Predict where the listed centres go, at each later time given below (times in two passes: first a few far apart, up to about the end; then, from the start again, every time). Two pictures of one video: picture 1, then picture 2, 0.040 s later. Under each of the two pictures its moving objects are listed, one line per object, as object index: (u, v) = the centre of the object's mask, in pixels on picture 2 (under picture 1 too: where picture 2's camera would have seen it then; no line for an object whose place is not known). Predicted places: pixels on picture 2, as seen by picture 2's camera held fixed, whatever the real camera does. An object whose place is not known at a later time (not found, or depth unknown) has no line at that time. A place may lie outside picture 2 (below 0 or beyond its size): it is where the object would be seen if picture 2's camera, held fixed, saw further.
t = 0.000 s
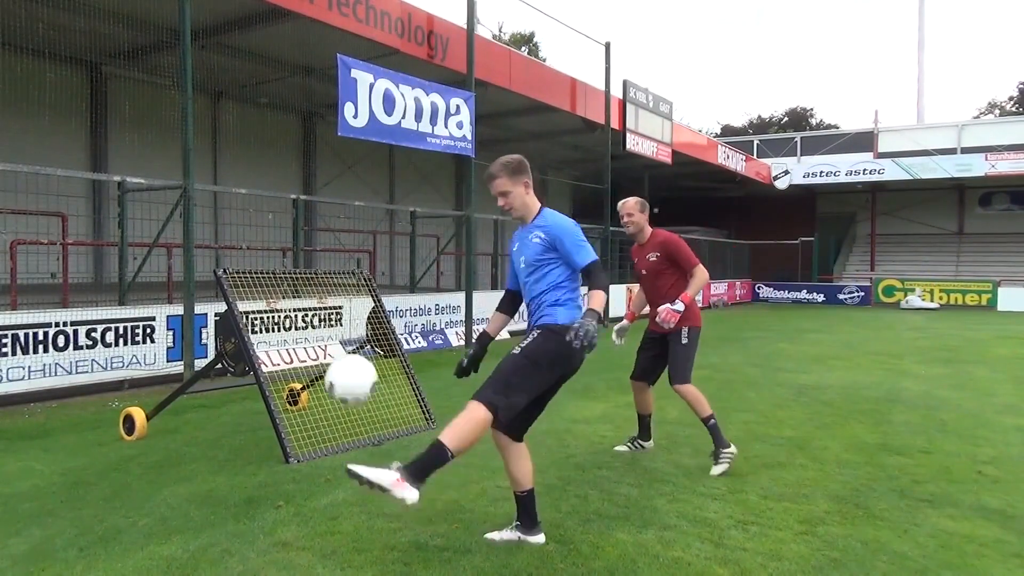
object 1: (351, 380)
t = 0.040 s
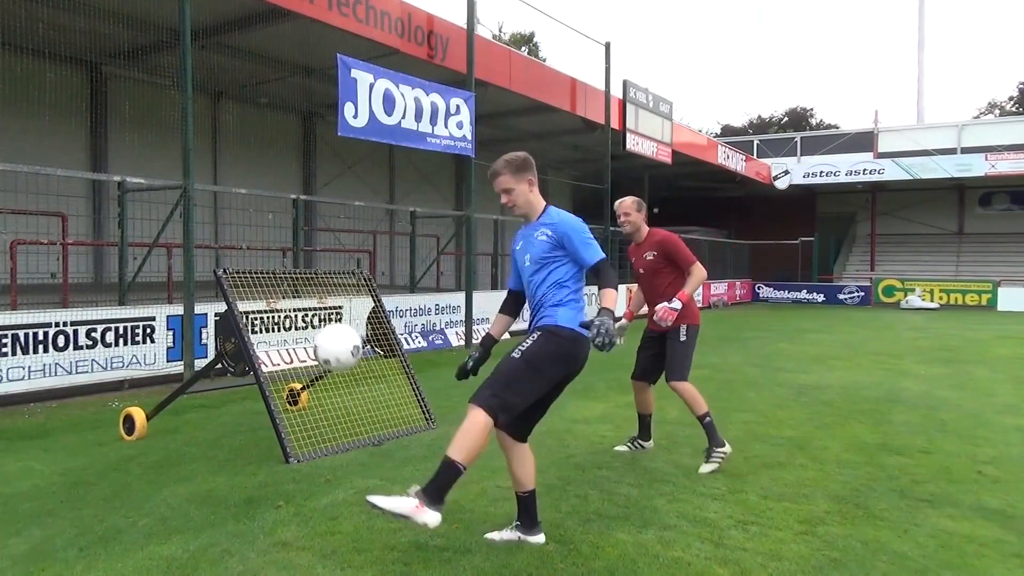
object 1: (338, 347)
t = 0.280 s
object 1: (282, 263)
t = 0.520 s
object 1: (323, 220)
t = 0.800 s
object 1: (441, 208)
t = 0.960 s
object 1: (508, 249)
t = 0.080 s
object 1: (324, 321)
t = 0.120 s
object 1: (314, 301)
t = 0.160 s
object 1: (305, 286)
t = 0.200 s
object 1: (296, 275)
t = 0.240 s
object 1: (289, 268)
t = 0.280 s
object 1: (282, 263)
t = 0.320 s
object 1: (275, 262)
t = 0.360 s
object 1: (269, 263)
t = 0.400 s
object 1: (273, 258)
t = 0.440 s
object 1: (290, 243)
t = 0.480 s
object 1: (307, 231)
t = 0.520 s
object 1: (323, 220)
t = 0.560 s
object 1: (340, 212)
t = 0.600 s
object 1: (357, 206)
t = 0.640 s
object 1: (374, 203)
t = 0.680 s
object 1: (391, 200)
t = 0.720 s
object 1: (408, 200)
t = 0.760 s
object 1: (425, 203)
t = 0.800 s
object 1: (441, 208)
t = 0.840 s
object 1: (458, 215)
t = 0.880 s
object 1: (475, 224)
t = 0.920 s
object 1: (492, 236)
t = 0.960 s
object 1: (508, 249)
